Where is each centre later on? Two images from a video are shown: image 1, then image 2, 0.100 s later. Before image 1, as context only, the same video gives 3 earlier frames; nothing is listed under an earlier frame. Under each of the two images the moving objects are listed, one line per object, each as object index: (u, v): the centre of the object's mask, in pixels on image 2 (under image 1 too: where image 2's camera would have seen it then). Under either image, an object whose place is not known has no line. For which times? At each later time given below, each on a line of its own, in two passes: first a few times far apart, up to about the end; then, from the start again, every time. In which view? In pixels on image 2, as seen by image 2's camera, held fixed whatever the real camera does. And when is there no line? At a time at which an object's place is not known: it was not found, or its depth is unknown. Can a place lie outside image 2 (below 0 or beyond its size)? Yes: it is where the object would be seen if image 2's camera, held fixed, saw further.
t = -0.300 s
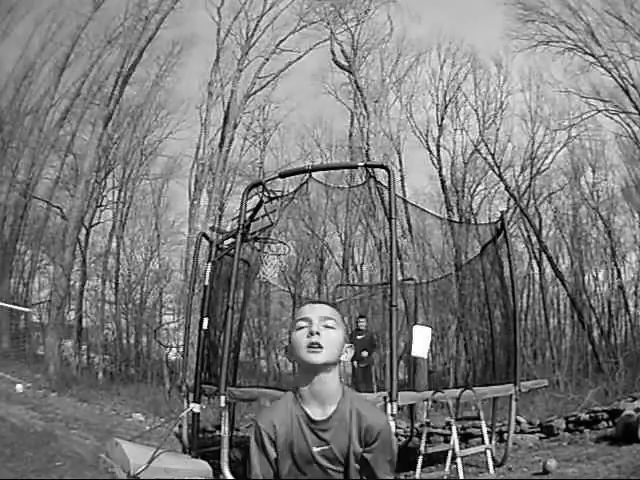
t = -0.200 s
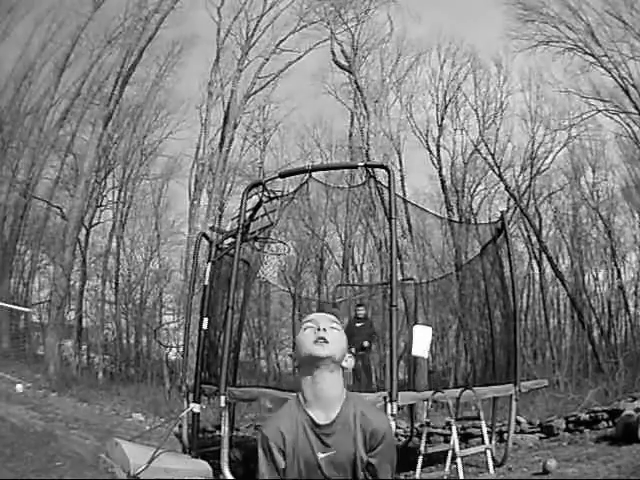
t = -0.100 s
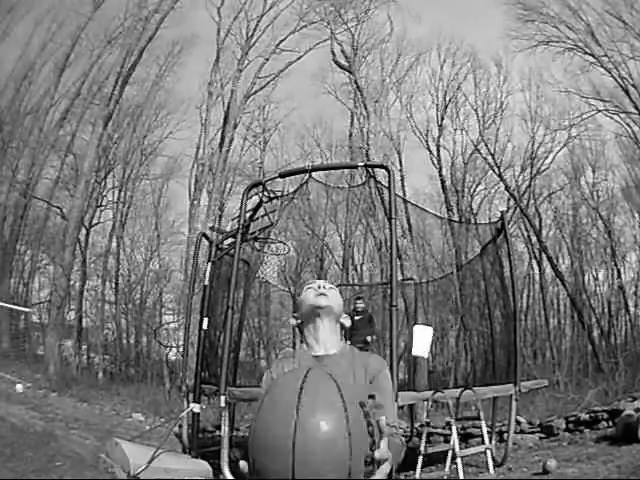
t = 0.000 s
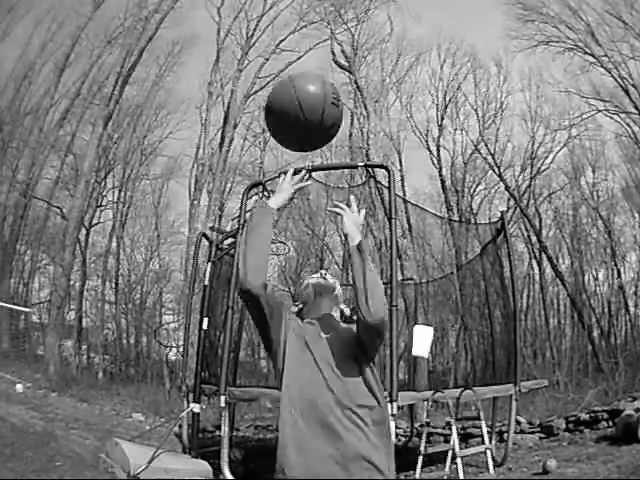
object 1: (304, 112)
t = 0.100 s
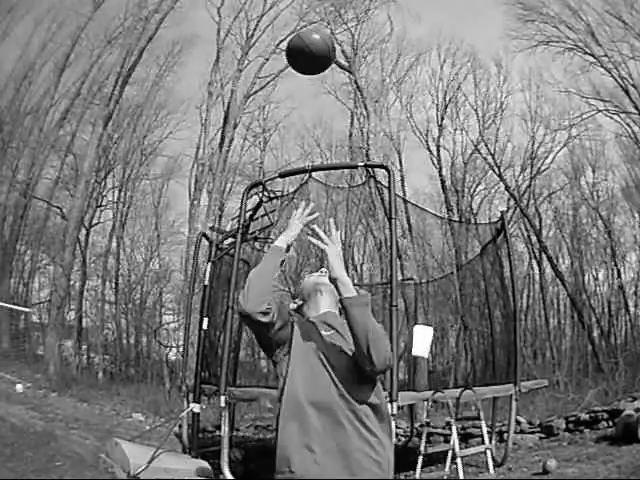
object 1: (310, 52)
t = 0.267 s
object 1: (315, 33)
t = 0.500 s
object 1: (318, 46)
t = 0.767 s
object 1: (322, 89)
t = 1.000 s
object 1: (325, 151)
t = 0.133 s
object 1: (312, 44)
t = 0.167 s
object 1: (313, 39)
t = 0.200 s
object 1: (314, 35)
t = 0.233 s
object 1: (314, 34)
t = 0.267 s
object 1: (315, 33)
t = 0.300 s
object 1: (315, 33)
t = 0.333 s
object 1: (316, 34)
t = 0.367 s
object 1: (317, 34)
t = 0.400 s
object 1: (317, 38)
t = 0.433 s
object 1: (318, 40)
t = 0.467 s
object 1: (318, 42)
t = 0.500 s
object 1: (318, 46)
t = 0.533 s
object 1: (319, 50)
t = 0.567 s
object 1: (320, 54)
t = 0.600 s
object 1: (320, 58)
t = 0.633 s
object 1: (321, 64)
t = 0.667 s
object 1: (321, 69)
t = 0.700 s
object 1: (322, 75)
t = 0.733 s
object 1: (322, 82)
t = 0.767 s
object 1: (322, 89)
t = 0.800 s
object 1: (323, 96)
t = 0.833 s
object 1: (323, 104)
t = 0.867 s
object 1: (324, 112)
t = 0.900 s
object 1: (324, 121)
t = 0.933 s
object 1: (325, 130)
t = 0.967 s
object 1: (325, 140)
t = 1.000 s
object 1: (325, 151)
